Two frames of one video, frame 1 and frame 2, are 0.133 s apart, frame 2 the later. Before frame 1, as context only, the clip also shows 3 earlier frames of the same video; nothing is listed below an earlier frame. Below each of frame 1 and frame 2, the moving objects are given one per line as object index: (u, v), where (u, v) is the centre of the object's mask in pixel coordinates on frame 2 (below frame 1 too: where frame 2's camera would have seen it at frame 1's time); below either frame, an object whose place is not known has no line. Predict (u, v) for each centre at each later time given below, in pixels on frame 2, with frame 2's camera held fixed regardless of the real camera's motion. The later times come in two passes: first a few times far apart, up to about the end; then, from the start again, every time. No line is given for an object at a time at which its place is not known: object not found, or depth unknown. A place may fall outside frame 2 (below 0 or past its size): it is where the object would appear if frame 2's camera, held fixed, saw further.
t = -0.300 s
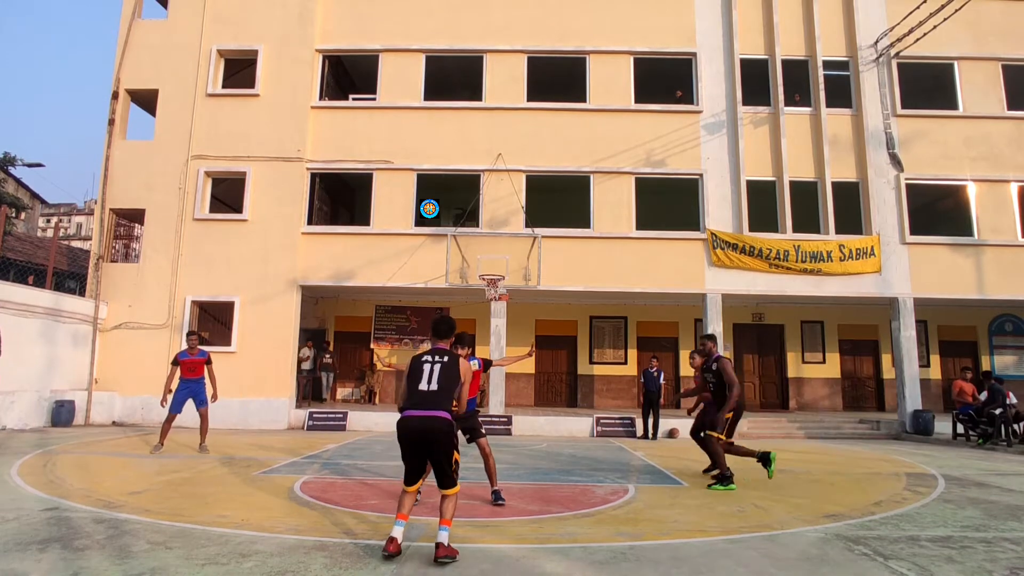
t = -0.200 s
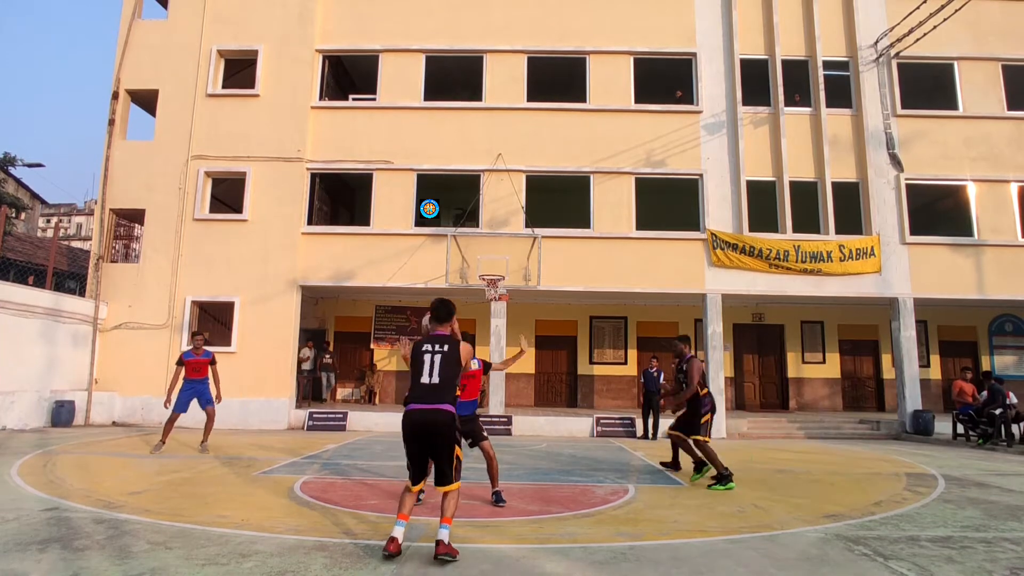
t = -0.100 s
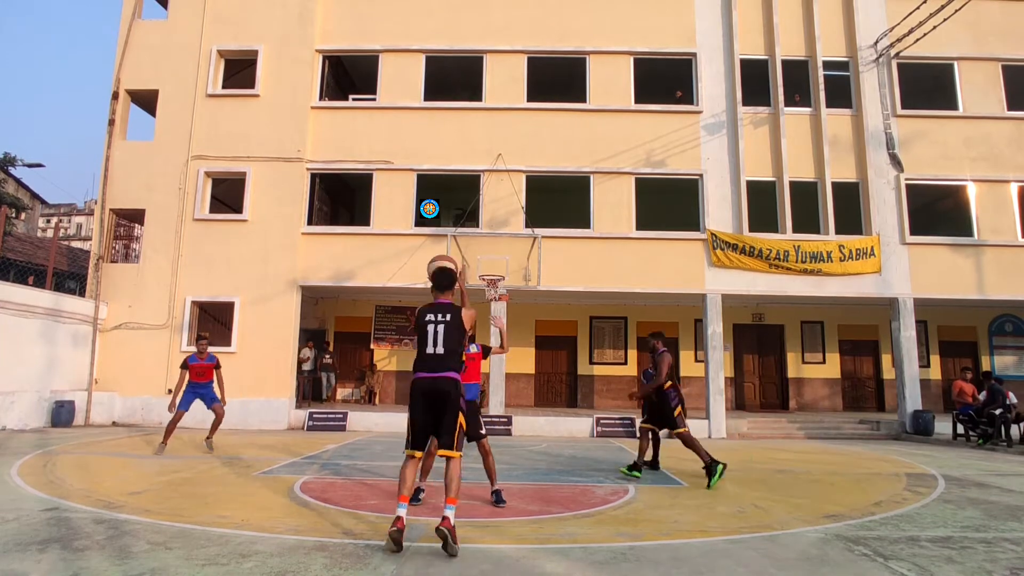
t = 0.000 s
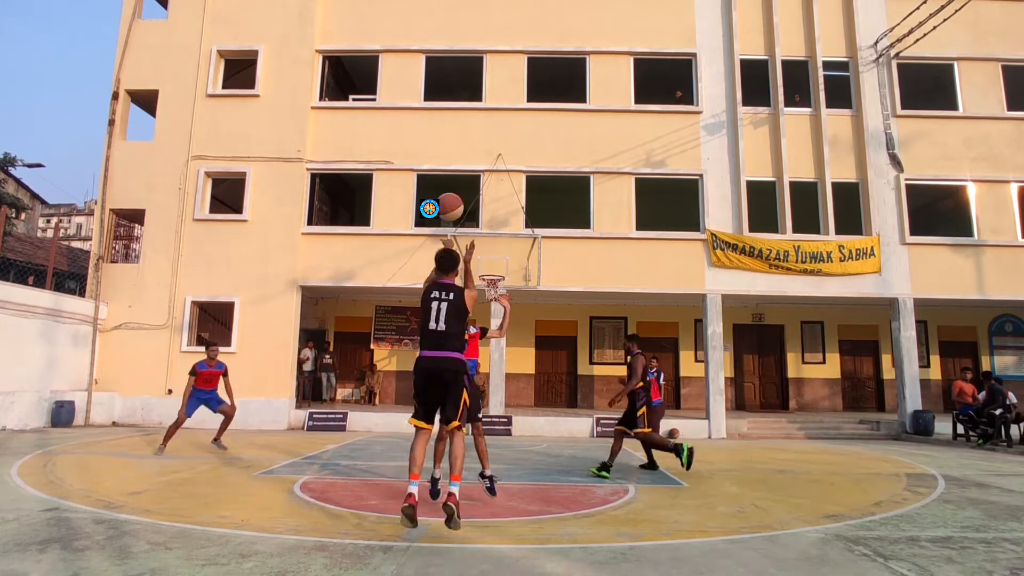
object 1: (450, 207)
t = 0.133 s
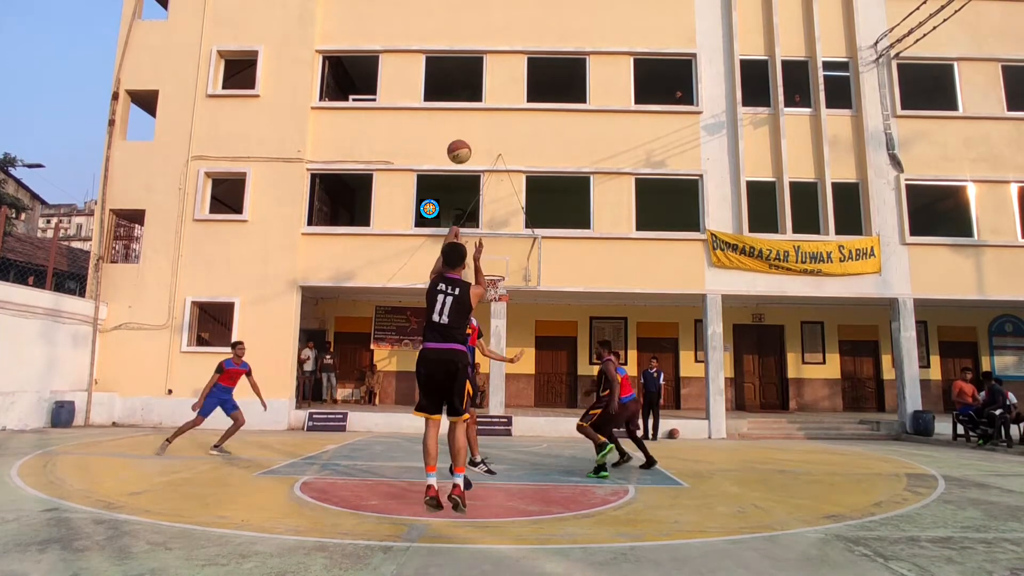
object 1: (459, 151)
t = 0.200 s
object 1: (462, 135)
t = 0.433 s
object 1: (472, 112)
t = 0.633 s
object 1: (476, 124)
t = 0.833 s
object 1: (479, 156)
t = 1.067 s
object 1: (481, 212)
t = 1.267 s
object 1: (481, 271)
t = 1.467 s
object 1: (494, 254)
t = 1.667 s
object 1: (504, 249)
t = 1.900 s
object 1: (515, 270)
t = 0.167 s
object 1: (461, 143)
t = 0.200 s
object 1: (462, 135)
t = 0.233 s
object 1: (464, 128)
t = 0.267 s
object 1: (466, 122)
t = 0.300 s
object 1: (467, 119)
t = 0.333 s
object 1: (468, 116)
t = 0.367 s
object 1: (470, 113)
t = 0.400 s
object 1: (470, 112)
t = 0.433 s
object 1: (472, 112)
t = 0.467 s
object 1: (472, 112)
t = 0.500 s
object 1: (474, 113)
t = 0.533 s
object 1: (474, 115)
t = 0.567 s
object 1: (474, 117)
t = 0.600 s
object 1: (476, 120)
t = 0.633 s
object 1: (476, 124)
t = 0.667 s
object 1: (477, 128)
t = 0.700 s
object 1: (477, 132)
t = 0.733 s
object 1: (478, 137)
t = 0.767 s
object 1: (478, 143)
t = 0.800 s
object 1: (479, 149)
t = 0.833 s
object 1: (479, 156)
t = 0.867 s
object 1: (479, 162)
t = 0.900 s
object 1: (480, 169)
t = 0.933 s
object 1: (480, 177)
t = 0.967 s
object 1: (480, 185)
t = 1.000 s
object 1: (480, 193)
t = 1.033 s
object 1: (480, 203)
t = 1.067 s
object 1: (481, 212)
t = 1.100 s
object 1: (480, 222)
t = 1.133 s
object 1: (480, 232)
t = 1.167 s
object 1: (480, 242)
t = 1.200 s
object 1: (481, 253)
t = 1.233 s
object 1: (481, 263)
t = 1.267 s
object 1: (481, 271)
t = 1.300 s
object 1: (483, 267)
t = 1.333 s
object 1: (486, 264)
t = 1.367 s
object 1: (488, 261)
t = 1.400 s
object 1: (489, 260)
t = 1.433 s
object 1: (491, 257)
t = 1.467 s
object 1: (494, 254)
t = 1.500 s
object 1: (496, 251)
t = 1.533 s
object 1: (497, 249)
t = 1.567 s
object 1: (499, 248)
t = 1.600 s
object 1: (500, 249)
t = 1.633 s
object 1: (502, 248)
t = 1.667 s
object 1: (504, 249)
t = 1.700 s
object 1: (505, 250)
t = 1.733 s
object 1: (507, 252)
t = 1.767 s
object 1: (508, 255)
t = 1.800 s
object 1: (510, 257)
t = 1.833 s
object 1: (511, 261)
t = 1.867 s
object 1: (513, 265)
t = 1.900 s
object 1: (515, 270)
